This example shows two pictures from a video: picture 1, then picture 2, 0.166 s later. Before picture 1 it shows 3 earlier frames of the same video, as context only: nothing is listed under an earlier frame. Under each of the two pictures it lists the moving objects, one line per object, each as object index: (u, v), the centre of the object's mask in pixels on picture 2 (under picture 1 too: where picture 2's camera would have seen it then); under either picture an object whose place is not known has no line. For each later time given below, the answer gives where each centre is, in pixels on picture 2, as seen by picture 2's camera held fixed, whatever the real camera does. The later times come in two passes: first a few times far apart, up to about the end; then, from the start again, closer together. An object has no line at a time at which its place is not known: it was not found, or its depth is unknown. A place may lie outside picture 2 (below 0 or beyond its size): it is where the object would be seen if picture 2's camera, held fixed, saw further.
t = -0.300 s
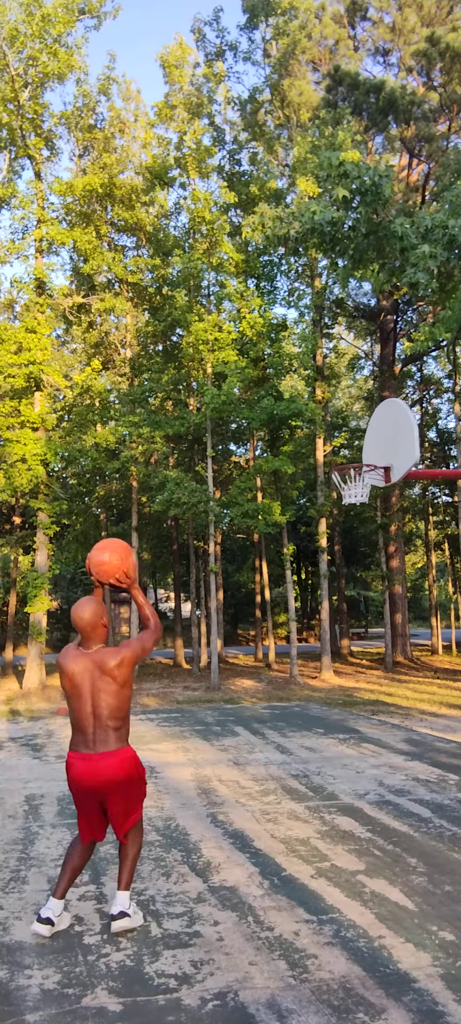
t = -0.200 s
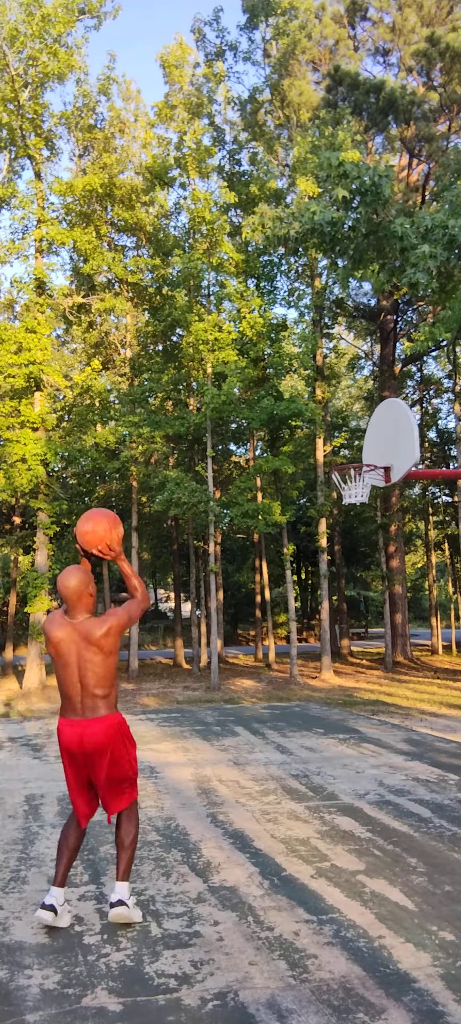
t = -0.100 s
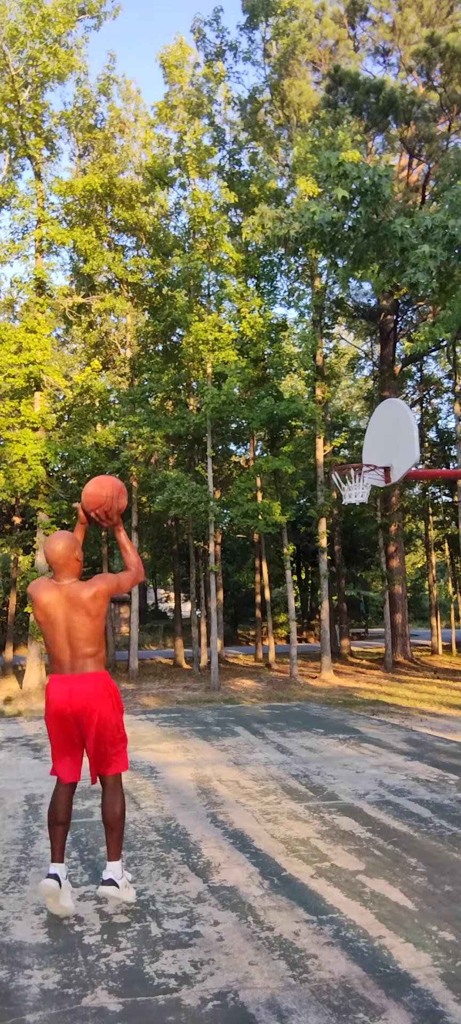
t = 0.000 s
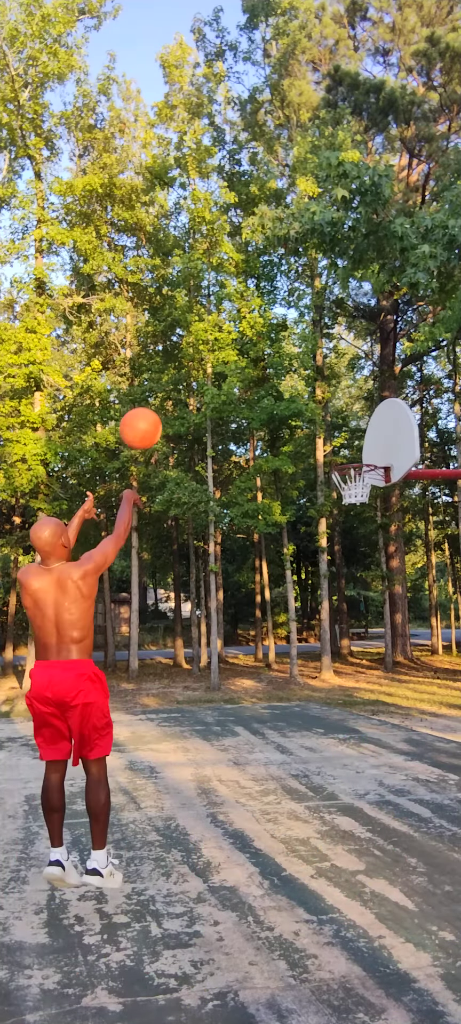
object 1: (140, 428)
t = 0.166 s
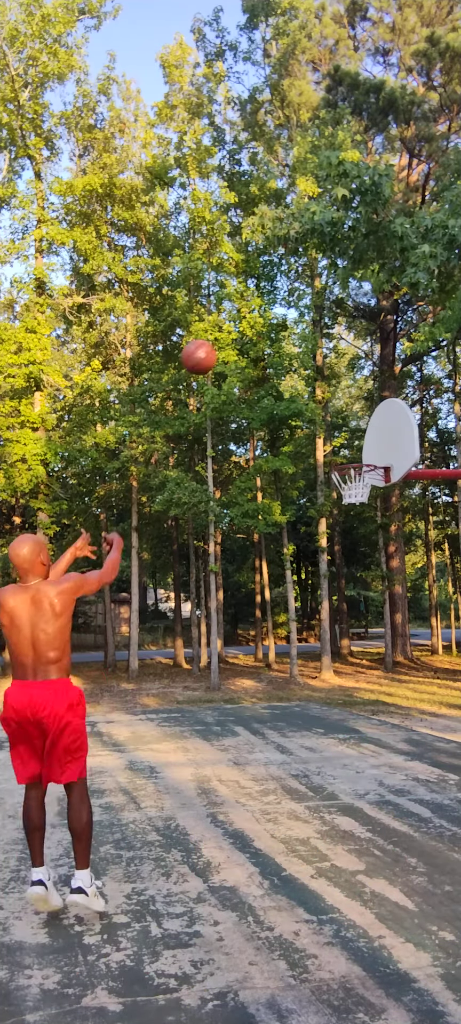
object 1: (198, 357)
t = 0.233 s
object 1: (218, 345)
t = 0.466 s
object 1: (270, 347)
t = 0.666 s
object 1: (304, 390)
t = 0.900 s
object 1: (334, 457)
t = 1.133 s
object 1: (351, 445)
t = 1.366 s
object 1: (338, 463)
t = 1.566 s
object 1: (318, 511)
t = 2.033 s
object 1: (279, 731)
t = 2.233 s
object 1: (262, 644)
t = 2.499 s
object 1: (244, 586)
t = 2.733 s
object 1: (230, 582)
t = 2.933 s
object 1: (219, 611)
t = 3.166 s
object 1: (208, 681)
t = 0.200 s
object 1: (208, 350)
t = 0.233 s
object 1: (218, 345)
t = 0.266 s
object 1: (226, 341)
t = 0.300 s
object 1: (234, 339)
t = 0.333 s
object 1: (242, 338)
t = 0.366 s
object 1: (249, 339)
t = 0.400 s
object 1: (256, 341)
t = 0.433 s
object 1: (263, 343)
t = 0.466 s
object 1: (270, 347)
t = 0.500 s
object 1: (275, 352)
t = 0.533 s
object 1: (282, 359)
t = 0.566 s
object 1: (288, 365)
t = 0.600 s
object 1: (293, 373)
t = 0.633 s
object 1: (299, 381)
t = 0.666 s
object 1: (304, 390)
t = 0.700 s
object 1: (309, 400)
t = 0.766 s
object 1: (319, 422)
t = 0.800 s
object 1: (323, 433)
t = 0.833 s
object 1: (328, 446)
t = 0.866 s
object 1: (332, 458)
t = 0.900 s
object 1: (334, 457)
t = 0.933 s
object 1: (337, 452)
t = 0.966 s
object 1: (339, 448)
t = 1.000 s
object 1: (342, 446)
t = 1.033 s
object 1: (344, 445)
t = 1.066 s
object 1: (347, 444)
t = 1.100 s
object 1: (349, 443)
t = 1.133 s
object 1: (351, 445)
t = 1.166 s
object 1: (354, 447)
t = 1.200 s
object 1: (355, 449)
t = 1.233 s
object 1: (352, 451)
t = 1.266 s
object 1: (348, 453)
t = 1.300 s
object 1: (344, 456)
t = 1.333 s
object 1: (340, 459)
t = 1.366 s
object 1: (338, 463)
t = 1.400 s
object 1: (332, 468)
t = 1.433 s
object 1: (328, 477)
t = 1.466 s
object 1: (326, 484)
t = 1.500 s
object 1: (325, 492)
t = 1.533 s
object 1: (321, 501)
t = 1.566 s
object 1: (318, 511)
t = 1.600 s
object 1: (315, 522)
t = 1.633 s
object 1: (311, 534)
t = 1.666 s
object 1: (309, 546)
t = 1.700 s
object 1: (306, 560)
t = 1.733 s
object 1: (303, 574)
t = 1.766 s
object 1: (300, 589)
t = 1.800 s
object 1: (297, 605)
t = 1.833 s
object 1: (295, 622)
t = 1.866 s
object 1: (292, 641)
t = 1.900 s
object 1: (289, 659)
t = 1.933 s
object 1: (286, 679)
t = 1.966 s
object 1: (284, 699)
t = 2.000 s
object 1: (281, 722)
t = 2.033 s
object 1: (279, 731)
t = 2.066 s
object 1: (276, 713)
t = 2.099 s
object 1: (273, 697)
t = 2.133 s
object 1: (270, 682)
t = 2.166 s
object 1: (267, 668)
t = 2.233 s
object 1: (262, 644)
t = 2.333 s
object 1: (255, 615)
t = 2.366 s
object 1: (252, 607)
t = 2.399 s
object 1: (250, 600)
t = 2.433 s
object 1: (248, 595)
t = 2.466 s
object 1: (246, 590)
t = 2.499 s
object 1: (244, 586)
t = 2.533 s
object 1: (242, 583)
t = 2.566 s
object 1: (240, 581)
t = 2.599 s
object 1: (238, 579)
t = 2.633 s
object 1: (236, 578)
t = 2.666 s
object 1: (234, 579)
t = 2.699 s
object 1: (232, 580)
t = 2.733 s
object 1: (230, 582)
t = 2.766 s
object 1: (229, 585)
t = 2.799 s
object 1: (227, 588)
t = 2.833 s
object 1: (224, 593)
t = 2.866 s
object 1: (223, 598)
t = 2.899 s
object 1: (221, 604)
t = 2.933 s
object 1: (219, 611)
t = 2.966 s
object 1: (217, 618)
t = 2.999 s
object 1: (216, 627)
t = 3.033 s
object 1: (214, 636)
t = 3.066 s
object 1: (213, 646)
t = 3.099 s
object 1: (212, 657)
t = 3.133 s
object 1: (209, 668)
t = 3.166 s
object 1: (208, 681)
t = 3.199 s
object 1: (206, 694)
